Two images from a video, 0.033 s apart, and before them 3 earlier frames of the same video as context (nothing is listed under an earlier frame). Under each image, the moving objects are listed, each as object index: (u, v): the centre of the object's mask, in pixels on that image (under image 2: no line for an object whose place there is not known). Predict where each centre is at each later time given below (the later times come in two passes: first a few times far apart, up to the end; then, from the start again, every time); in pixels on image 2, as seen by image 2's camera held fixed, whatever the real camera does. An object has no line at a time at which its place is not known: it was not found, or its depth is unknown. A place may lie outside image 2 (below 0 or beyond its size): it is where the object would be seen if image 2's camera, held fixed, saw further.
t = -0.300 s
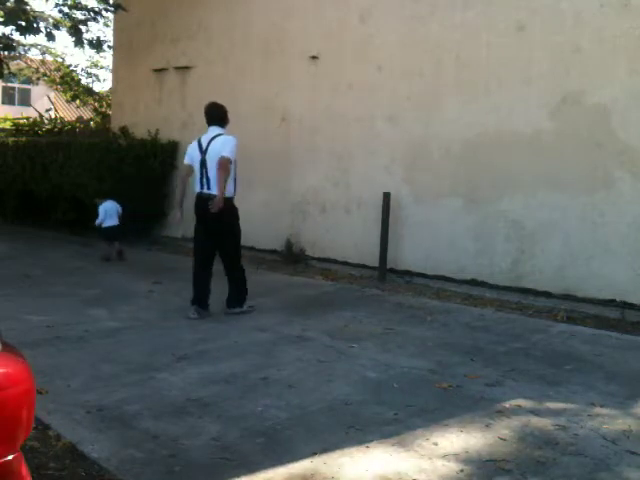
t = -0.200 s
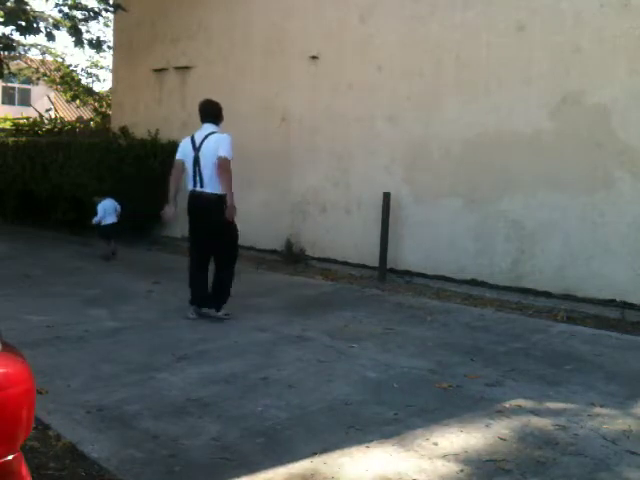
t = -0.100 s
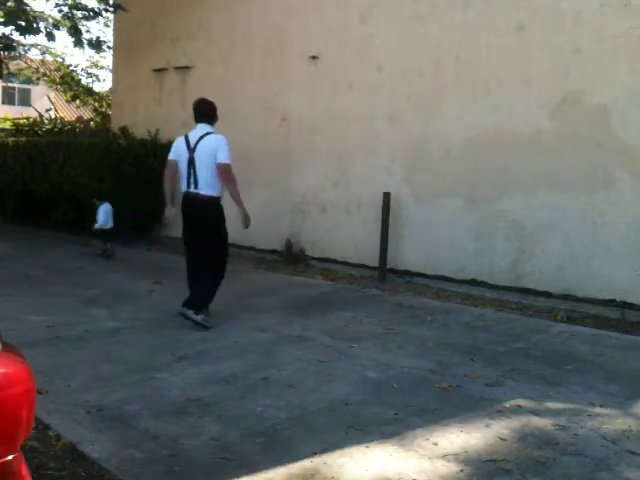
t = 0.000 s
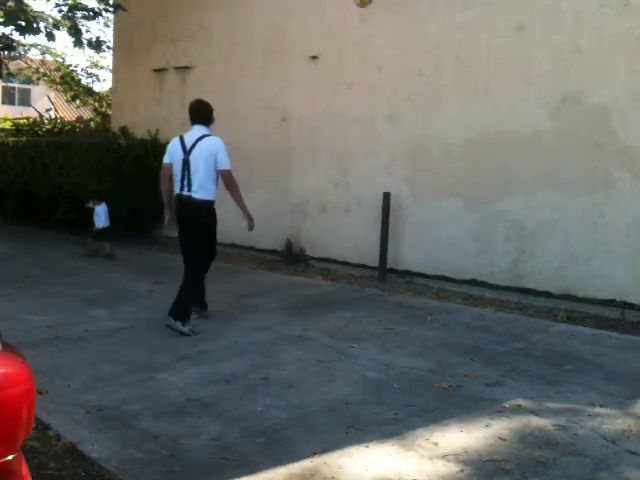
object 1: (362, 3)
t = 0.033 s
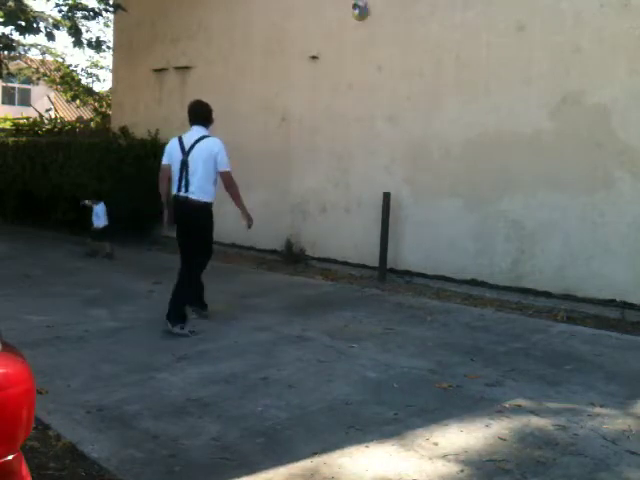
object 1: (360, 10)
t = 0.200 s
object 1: (350, 89)
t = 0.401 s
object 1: (336, 209)
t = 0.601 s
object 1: (328, 237)
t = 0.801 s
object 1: (325, 155)
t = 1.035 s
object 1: (318, 103)
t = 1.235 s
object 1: (311, 100)
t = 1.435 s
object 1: (301, 136)
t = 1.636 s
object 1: (293, 207)
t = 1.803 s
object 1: (288, 285)
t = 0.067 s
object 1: (358, 24)
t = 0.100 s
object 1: (356, 38)
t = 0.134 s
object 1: (353, 54)
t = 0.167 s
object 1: (351, 71)
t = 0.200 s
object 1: (350, 89)
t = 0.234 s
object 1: (347, 107)
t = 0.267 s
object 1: (345, 126)
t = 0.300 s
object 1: (342, 145)
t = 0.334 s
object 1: (341, 166)
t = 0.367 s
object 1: (338, 186)
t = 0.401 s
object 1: (336, 209)
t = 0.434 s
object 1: (334, 232)
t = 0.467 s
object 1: (333, 252)
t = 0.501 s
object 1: (329, 276)
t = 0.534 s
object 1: (327, 271)
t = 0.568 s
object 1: (328, 254)
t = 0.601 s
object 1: (328, 237)
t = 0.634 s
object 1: (328, 221)
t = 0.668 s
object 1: (327, 206)
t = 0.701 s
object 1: (327, 192)
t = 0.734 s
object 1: (326, 179)
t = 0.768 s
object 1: (326, 166)
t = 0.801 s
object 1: (325, 155)
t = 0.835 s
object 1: (324, 144)
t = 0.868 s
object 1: (323, 135)
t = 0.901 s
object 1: (322, 126)
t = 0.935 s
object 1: (321, 119)
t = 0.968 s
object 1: (320, 113)
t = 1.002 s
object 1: (319, 107)
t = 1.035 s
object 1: (318, 103)
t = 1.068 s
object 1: (316, 100)
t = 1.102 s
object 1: (315, 98)
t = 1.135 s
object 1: (315, 97)
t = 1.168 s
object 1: (313, 97)
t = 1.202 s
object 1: (312, 97)
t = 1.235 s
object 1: (311, 100)
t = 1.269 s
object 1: (309, 103)
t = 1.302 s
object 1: (307, 107)
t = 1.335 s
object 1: (306, 113)
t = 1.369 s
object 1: (304, 119)
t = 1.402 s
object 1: (303, 126)
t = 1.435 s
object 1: (301, 136)
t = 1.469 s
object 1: (299, 144)
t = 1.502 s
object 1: (298, 154)
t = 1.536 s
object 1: (297, 166)
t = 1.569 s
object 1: (295, 179)
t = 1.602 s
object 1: (295, 193)
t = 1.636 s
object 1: (293, 207)
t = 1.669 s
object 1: (292, 222)
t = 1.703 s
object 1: (291, 239)
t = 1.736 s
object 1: (289, 253)
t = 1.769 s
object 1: (288, 272)
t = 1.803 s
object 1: (288, 285)
